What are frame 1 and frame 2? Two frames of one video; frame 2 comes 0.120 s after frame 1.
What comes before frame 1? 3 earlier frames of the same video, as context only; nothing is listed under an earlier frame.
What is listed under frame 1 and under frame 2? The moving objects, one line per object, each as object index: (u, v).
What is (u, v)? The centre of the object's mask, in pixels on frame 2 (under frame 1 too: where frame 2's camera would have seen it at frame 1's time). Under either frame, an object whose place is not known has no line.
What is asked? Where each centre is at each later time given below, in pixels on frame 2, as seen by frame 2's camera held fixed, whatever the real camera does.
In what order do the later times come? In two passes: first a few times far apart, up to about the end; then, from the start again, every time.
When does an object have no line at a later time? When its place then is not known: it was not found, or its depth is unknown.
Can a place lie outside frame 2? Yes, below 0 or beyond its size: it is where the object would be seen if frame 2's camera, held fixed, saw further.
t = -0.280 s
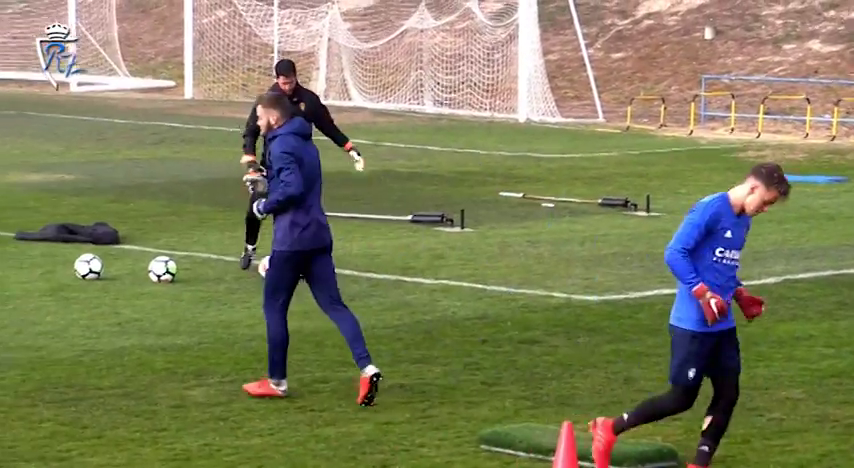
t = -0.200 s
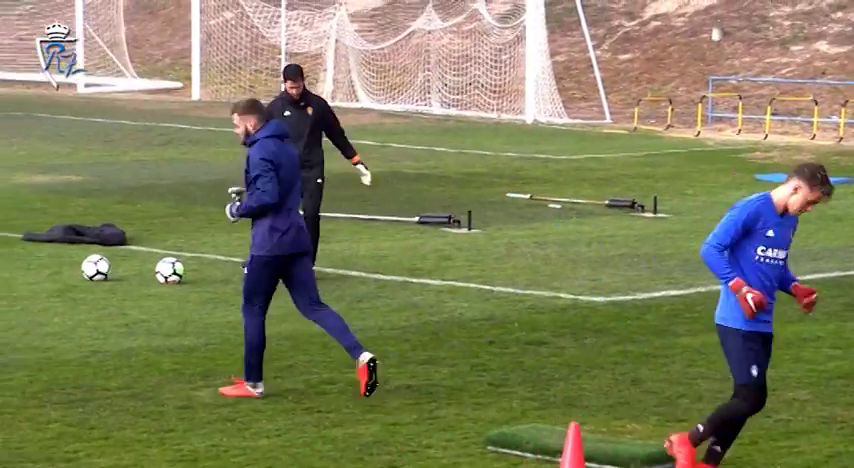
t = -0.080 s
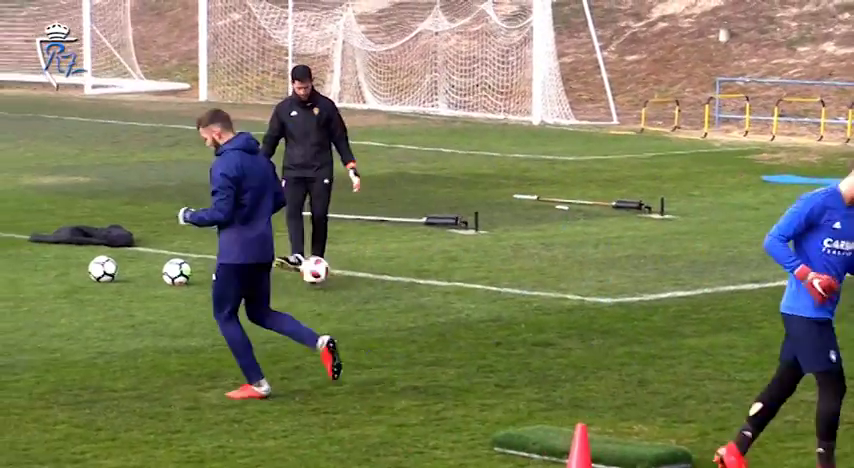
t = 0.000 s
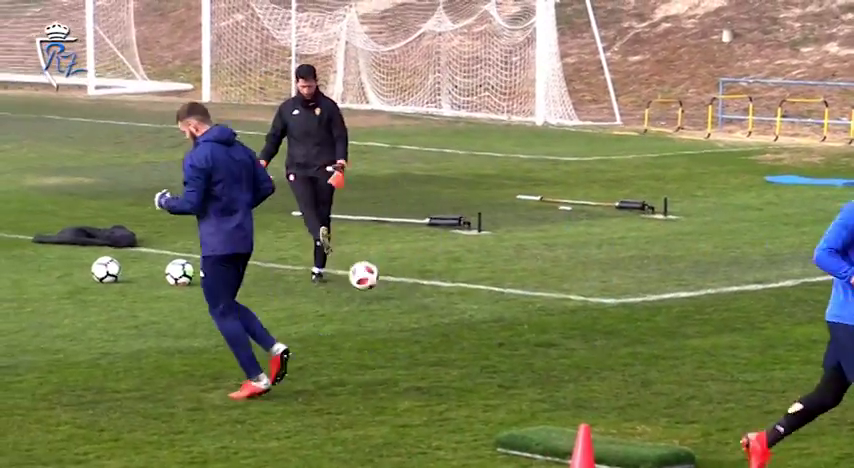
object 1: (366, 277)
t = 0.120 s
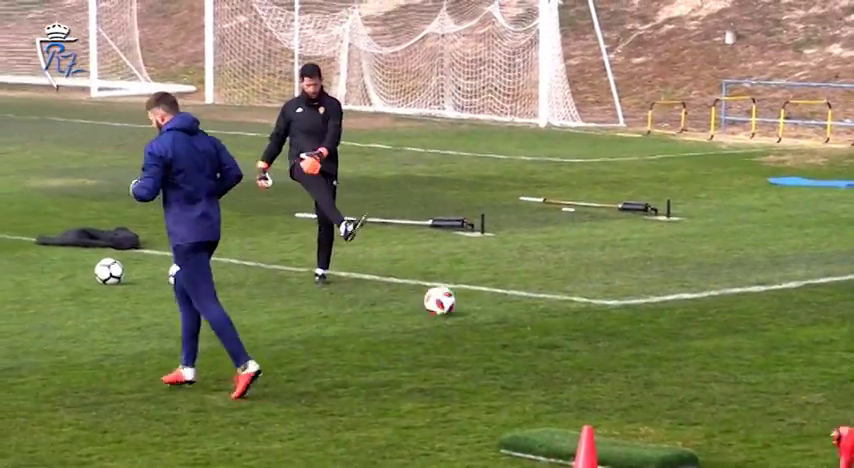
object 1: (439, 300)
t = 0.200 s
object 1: (486, 308)
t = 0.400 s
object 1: (600, 333)
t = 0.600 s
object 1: (707, 355)
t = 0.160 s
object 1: (463, 304)
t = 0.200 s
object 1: (486, 308)
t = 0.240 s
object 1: (510, 314)
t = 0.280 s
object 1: (533, 320)
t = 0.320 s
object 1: (556, 324)
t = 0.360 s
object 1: (578, 327)
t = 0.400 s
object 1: (600, 333)
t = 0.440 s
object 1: (623, 339)
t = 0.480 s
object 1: (644, 340)
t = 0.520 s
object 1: (664, 343)
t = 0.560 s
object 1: (685, 348)
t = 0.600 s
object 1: (707, 355)
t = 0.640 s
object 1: (727, 360)
